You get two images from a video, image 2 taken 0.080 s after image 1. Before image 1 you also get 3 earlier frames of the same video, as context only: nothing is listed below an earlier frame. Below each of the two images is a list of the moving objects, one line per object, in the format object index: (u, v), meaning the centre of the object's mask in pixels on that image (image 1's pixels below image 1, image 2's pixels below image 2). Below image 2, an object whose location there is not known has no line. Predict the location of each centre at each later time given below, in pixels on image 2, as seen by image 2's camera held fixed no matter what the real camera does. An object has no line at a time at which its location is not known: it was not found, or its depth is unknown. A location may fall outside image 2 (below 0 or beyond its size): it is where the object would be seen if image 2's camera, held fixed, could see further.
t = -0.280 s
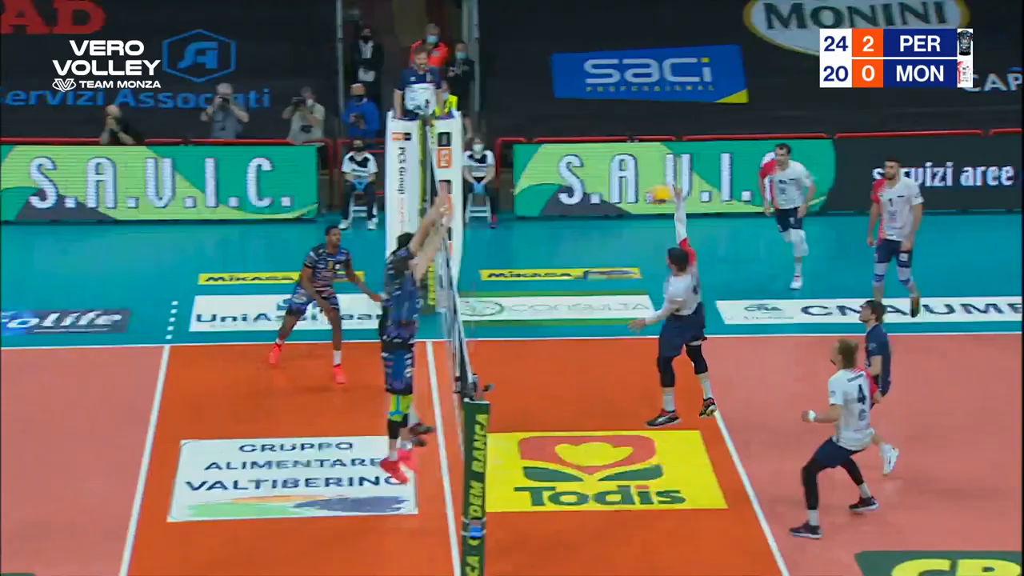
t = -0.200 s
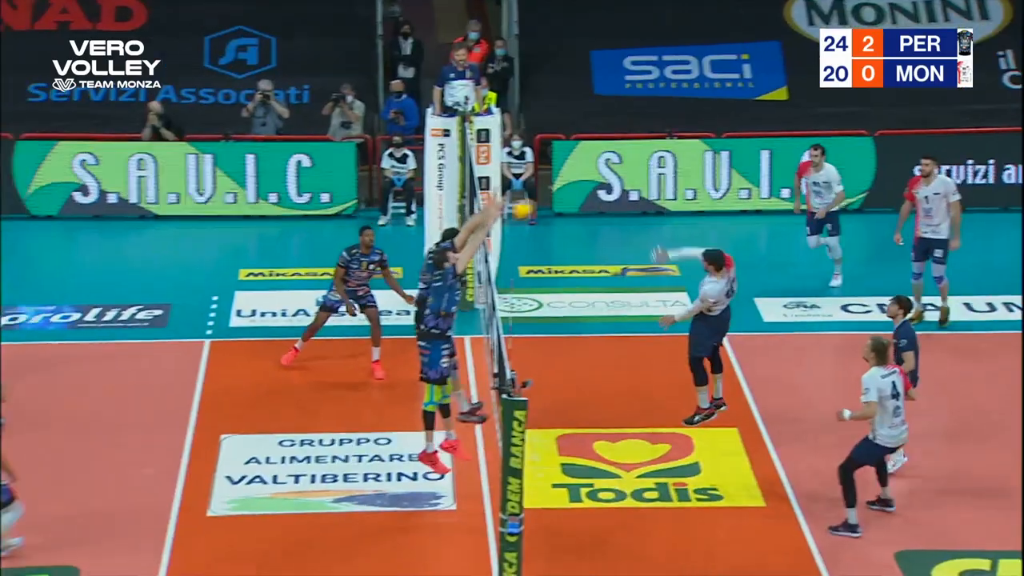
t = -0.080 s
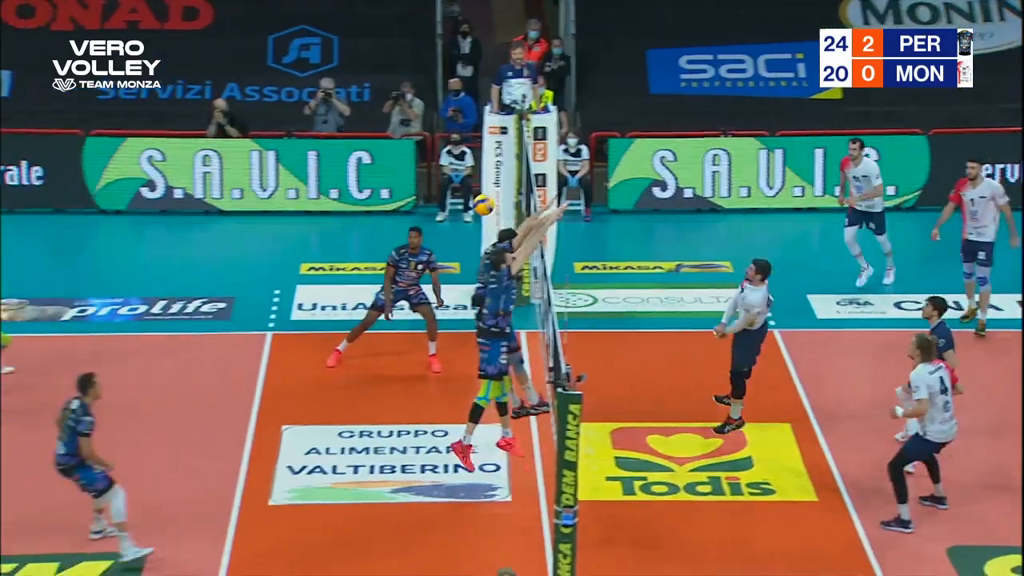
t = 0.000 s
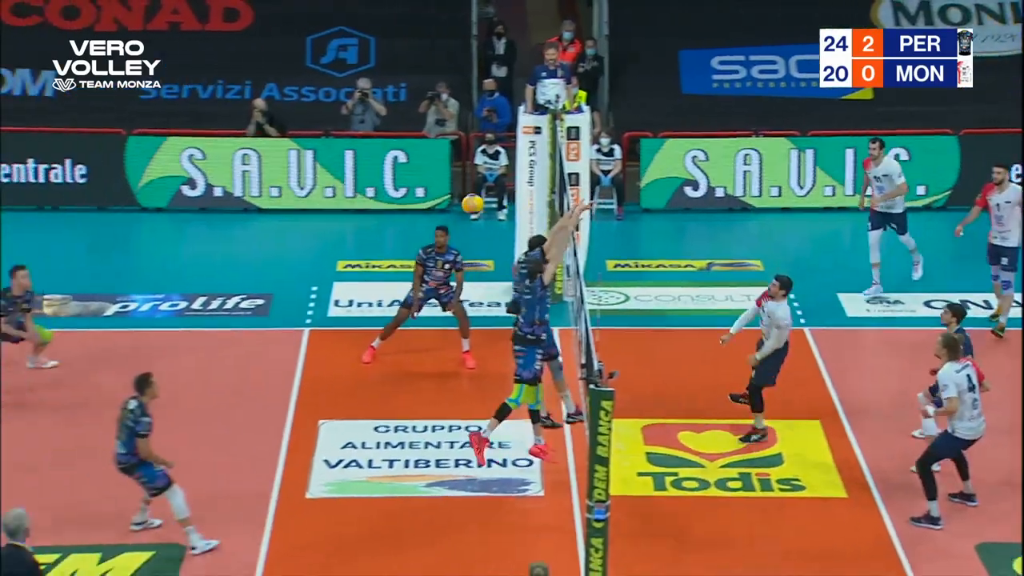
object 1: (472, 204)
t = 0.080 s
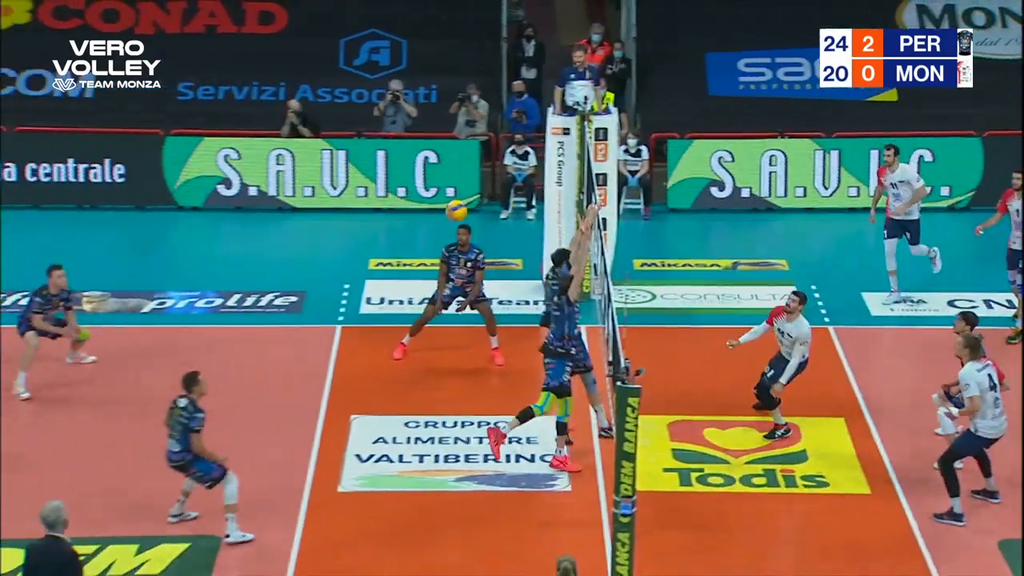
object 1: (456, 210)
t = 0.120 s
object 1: (433, 216)
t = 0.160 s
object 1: (410, 223)
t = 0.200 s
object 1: (385, 233)
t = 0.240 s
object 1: (362, 244)
